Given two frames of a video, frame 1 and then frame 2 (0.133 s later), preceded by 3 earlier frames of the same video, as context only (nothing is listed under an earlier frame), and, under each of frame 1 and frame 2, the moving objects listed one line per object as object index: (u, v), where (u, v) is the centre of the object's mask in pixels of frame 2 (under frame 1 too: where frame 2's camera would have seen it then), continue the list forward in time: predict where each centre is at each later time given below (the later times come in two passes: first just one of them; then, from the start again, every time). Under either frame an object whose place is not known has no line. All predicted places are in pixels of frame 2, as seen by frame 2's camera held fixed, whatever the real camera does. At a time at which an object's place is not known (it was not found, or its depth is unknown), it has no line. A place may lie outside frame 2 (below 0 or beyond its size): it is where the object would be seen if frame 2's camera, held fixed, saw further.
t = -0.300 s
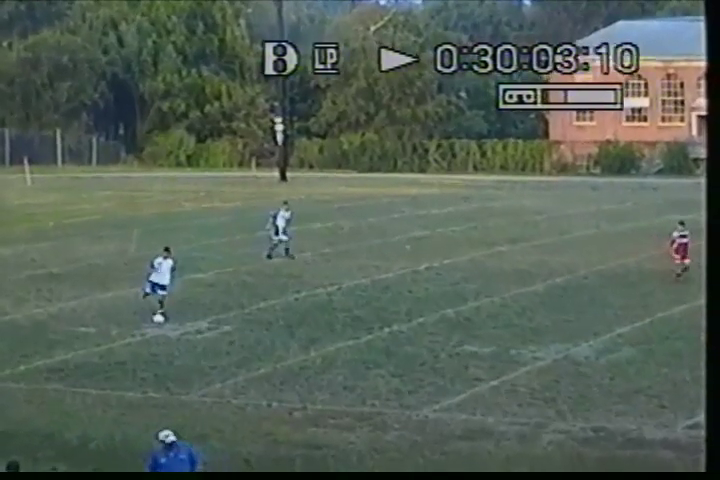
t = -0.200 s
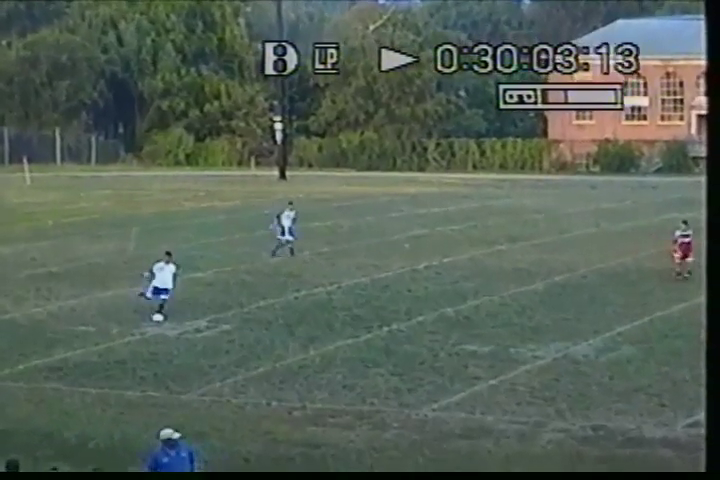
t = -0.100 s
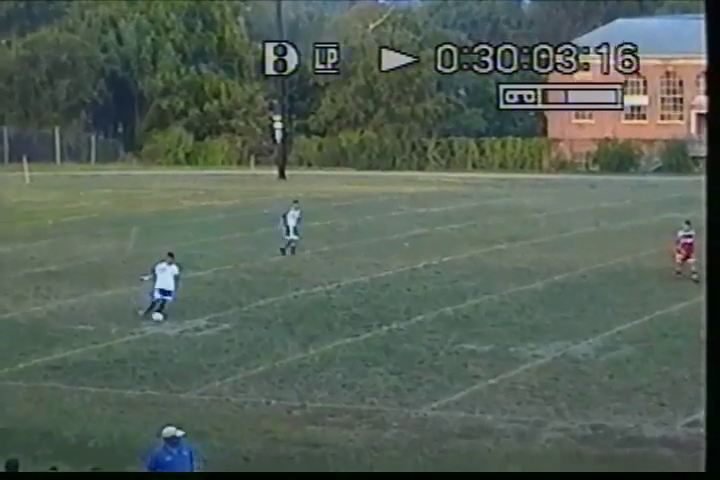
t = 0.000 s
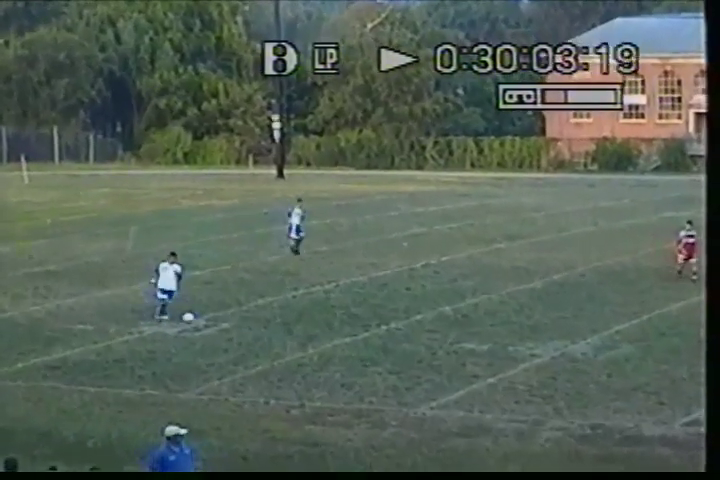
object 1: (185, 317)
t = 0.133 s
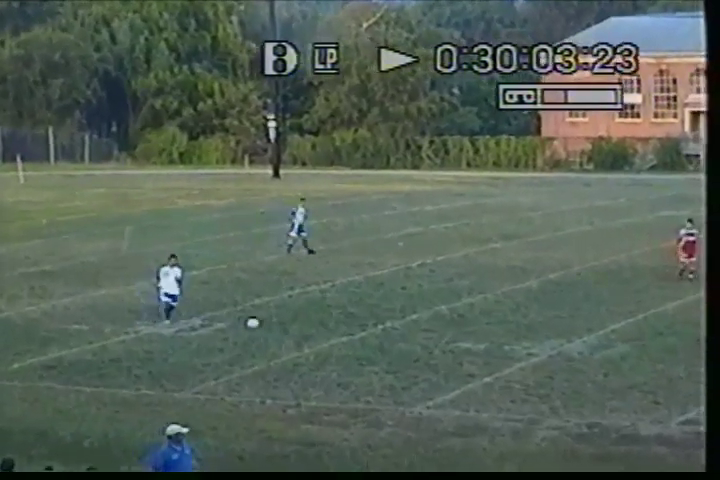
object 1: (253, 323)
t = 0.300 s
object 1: (338, 333)
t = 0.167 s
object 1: (271, 325)
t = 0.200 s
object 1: (288, 329)
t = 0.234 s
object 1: (306, 332)
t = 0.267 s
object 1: (323, 333)
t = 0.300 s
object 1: (338, 333)
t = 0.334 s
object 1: (353, 334)
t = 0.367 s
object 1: (368, 335)
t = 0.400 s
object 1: (383, 337)
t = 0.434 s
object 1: (398, 339)
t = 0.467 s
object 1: (414, 341)
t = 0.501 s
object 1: (429, 345)
